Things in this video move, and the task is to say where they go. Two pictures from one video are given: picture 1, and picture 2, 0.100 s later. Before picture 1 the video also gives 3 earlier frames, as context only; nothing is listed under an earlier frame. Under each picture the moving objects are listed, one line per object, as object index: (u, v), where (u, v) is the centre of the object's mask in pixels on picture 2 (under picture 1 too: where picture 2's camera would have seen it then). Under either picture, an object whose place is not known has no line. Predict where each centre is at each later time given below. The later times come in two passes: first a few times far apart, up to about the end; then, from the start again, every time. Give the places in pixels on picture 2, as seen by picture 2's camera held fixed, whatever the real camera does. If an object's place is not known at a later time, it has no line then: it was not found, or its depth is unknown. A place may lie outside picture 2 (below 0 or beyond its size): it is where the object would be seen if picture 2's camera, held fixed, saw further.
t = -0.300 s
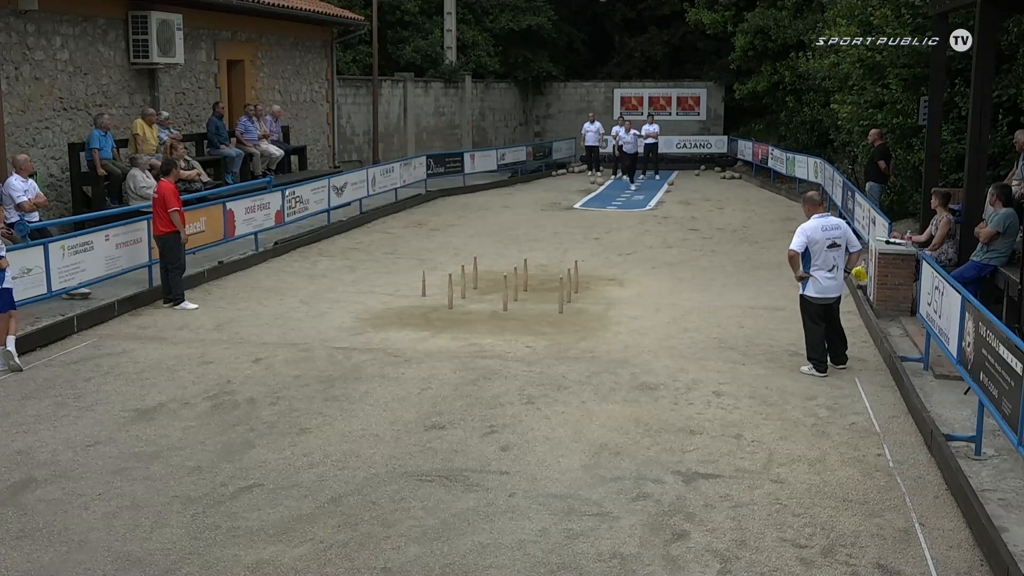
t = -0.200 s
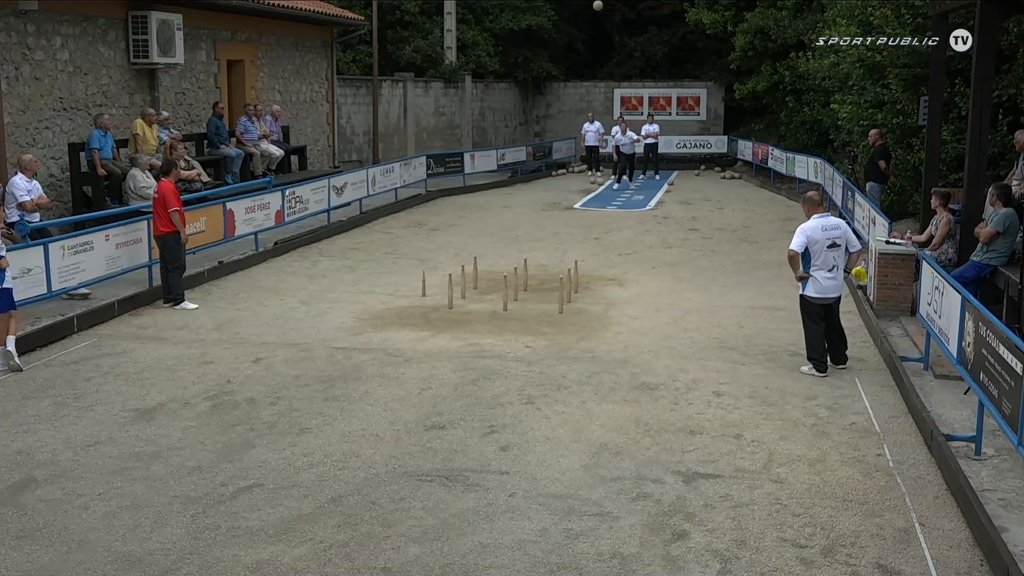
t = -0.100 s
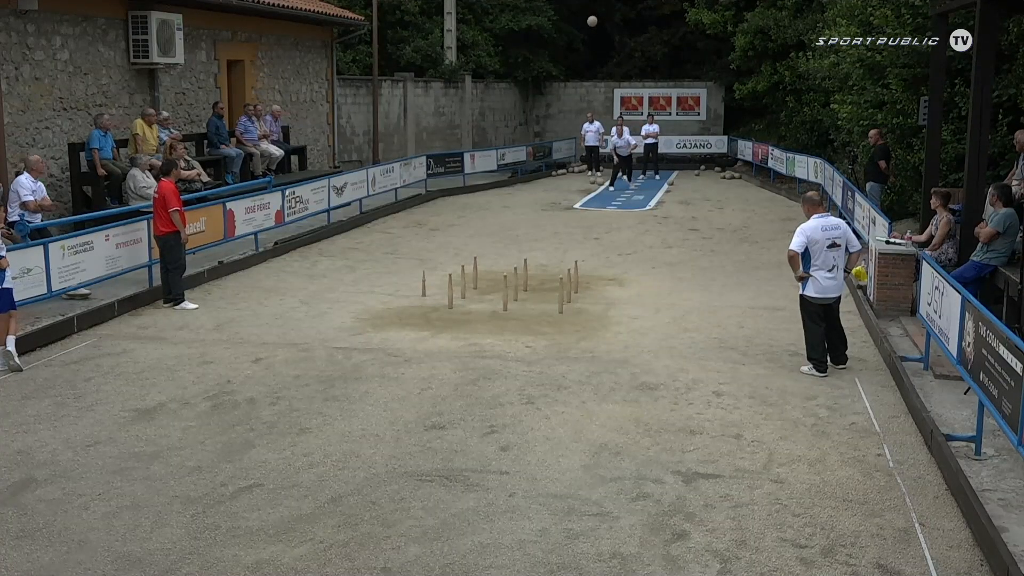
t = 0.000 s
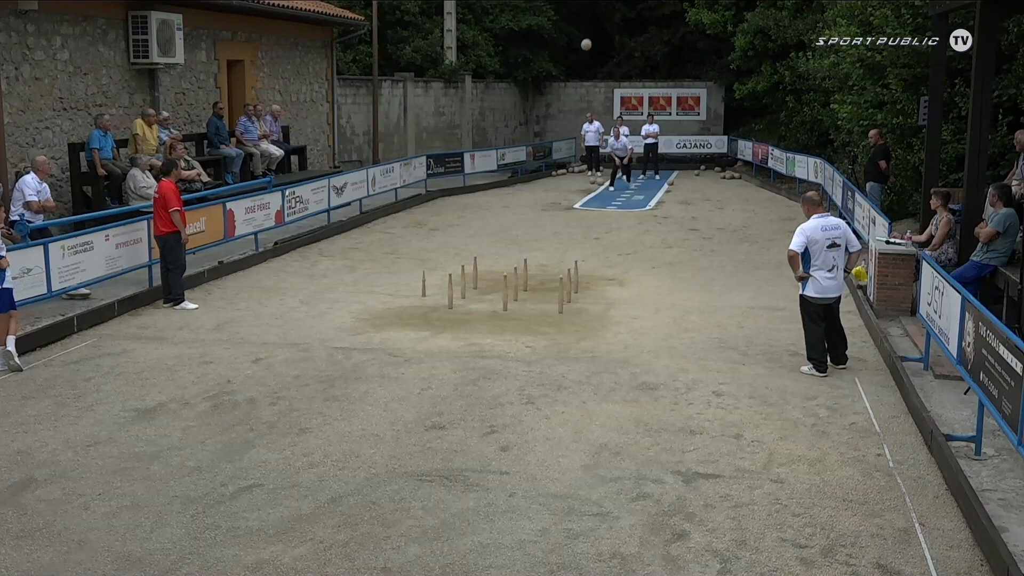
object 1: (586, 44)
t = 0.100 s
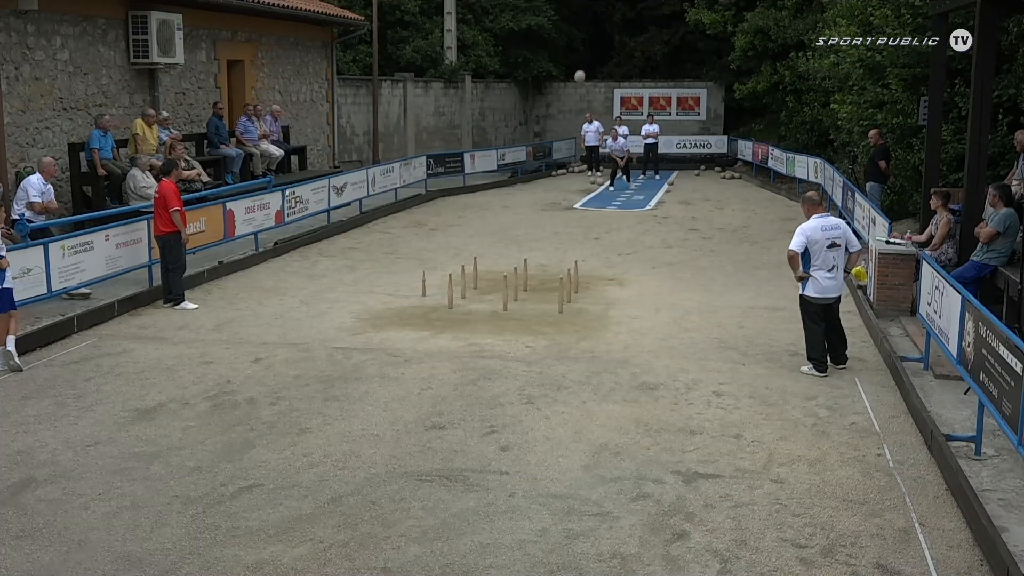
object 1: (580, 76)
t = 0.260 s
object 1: (568, 146)
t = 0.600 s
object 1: (533, 276)
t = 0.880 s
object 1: (517, 297)
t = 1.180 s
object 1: (510, 311)
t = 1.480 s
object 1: (507, 320)
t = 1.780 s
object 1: (503, 330)
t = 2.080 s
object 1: (498, 341)
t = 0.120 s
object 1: (578, 83)
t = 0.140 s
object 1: (576, 90)
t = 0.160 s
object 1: (575, 99)
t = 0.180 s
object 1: (574, 108)
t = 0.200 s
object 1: (573, 117)
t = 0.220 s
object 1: (571, 126)
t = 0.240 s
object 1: (569, 136)
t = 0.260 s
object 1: (568, 146)
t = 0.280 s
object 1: (566, 160)
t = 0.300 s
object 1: (565, 169)
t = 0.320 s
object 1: (563, 181)
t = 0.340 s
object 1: (562, 195)
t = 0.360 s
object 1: (560, 209)
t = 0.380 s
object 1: (559, 222)
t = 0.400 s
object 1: (557, 235)
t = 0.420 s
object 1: (555, 249)
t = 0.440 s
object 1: (554, 264)
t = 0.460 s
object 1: (551, 280)
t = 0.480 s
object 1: (549, 278)
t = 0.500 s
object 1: (546, 277)
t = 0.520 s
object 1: (543, 277)
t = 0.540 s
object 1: (540, 277)
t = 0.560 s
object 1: (537, 277)
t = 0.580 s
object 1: (535, 277)
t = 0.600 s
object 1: (533, 276)
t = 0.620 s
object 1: (531, 277)
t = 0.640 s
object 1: (530, 278)
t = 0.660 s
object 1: (528, 279)
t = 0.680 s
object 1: (527, 280)
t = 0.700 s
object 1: (525, 281)
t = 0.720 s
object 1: (524, 283)
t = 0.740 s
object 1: (523, 286)
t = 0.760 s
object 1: (522, 288)
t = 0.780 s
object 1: (520, 291)
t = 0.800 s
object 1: (520, 294)
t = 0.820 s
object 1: (519, 296)
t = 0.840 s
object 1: (518, 296)
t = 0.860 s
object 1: (518, 297)
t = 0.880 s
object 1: (517, 297)
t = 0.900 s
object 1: (516, 298)
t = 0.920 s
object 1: (515, 299)
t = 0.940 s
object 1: (515, 300)
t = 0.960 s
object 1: (514, 301)
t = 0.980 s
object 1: (513, 302)
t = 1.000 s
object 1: (513, 303)
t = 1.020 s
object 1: (512, 304)
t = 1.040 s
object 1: (512, 304)
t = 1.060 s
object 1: (512, 305)
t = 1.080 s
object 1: (511, 306)
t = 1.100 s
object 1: (511, 307)
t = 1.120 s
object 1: (511, 308)
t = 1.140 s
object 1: (511, 308)
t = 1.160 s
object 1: (510, 309)
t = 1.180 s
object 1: (510, 311)
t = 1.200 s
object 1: (510, 312)
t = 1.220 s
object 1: (510, 312)
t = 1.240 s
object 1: (509, 313)
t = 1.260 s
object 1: (509, 314)
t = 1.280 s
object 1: (509, 313)
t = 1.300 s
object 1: (509, 314)
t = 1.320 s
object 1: (509, 315)
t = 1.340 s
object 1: (509, 317)
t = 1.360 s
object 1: (508, 318)
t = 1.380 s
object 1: (508, 318)
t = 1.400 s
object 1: (508, 318)
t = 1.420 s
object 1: (508, 319)
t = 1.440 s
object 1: (507, 319)
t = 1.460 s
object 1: (507, 320)
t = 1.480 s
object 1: (507, 320)
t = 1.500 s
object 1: (507, 321)
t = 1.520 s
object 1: (506, 321)
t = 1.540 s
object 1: (506, 322)
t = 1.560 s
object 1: (506, 322)
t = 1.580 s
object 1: (506, 323)
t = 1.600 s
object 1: (505, 324)
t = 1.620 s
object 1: (505, 324)
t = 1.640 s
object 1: (505, 325)
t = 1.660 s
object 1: (505, 326)
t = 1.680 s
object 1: (505, 326)
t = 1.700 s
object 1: (504, 327)
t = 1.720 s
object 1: (504, 328)
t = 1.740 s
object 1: (503, 328)
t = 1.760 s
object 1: (503, 329)
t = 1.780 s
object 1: (503, 330)
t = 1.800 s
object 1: (503, 331)
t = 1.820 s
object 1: (503, 331)
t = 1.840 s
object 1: (502, 332)
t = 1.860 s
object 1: (502, 333)
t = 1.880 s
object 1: (502, 334)
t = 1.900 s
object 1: (501, 335)
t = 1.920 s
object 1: (501, 335)
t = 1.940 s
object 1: (500, 336)
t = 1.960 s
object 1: (500, 337)
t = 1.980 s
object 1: (500, 337)
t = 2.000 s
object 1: (500, 338)
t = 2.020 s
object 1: (500, 339)
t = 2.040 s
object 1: (499, 340)
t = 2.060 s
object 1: (499, 341)
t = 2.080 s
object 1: (498, 341)
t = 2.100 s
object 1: (498, 342)
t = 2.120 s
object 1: (498, 343)
